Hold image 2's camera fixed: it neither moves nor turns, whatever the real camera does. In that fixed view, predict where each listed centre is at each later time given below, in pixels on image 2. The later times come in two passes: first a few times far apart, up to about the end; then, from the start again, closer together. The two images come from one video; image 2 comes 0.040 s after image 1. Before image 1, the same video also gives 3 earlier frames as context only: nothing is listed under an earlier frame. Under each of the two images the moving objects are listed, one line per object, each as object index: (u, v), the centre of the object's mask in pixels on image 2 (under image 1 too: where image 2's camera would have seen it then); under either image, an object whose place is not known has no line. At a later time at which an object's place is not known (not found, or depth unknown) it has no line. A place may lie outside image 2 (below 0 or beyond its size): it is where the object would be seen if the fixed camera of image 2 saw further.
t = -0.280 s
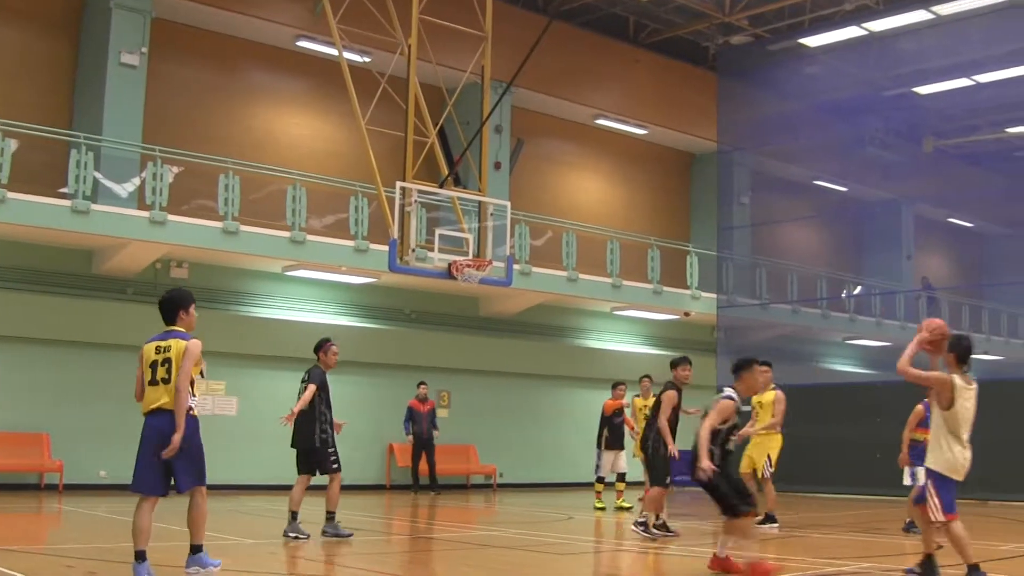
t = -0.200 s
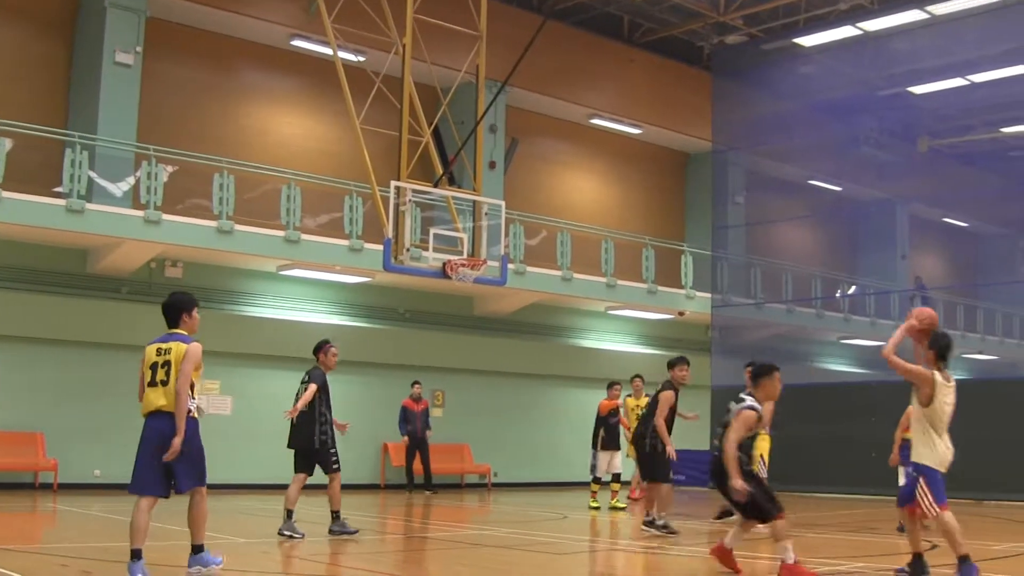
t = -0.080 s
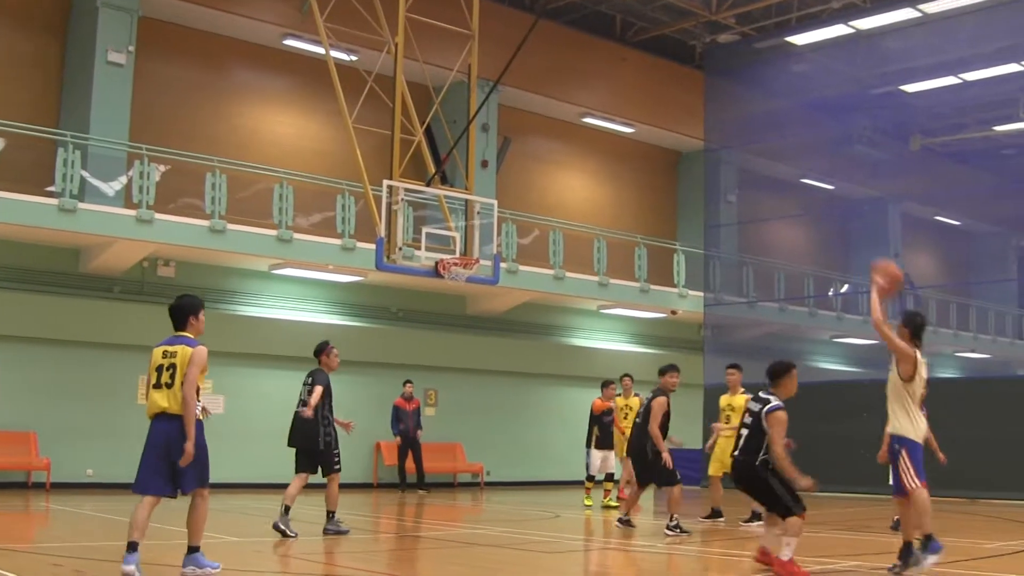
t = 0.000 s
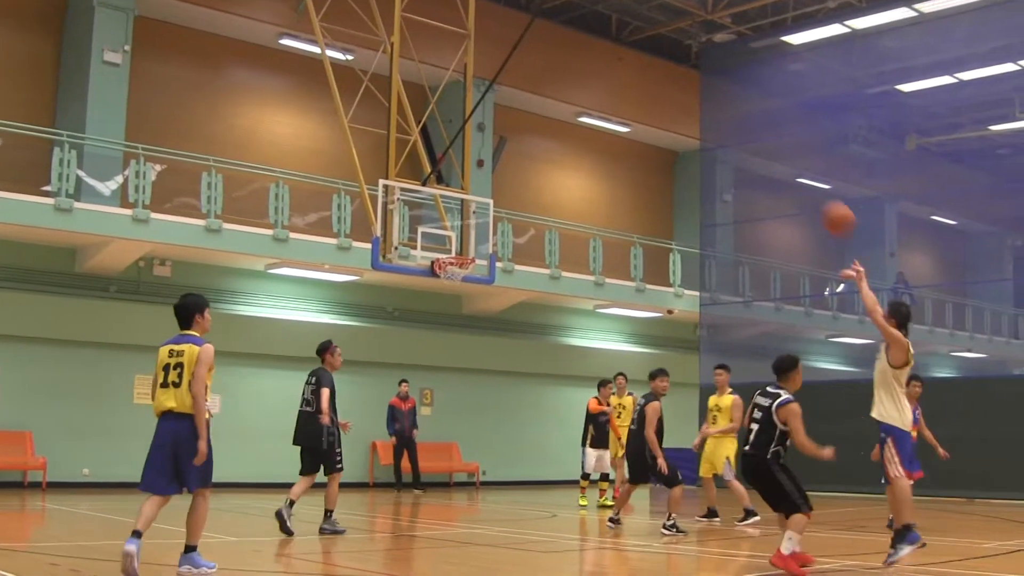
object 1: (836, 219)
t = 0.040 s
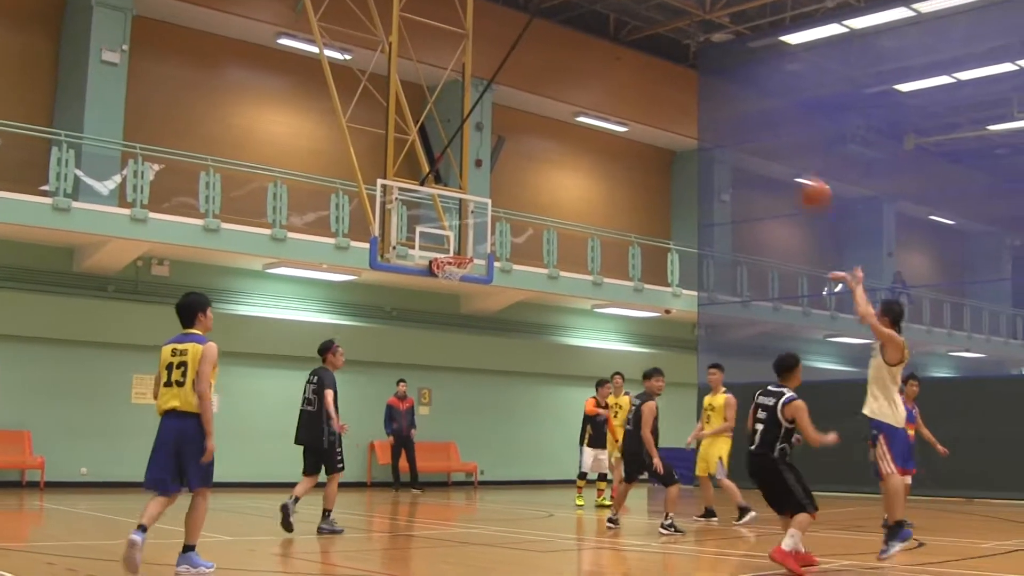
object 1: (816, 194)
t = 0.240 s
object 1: (719, 111)
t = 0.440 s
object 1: (643, 83)
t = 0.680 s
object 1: (568, 104)
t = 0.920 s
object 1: (504, 167)
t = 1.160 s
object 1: (455, 247)
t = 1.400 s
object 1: (470, 239)
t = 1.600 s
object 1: (507, 257)
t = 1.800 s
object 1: (546, 310)
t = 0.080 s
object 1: (793, 170)
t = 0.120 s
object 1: (773, 153)
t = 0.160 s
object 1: (754, 136)
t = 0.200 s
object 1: (737, 123)
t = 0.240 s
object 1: (719, 111)
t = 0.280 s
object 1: (703, 101)
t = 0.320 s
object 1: (687, 92)
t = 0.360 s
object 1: (672, 87)
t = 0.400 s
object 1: (657, 84)
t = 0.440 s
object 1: (643, 83)
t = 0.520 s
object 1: (616, 83)
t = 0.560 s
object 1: (603, 86)
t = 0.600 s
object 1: (591, 91)
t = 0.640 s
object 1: (579, 96)
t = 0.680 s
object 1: (568, 104)
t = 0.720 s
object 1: (556, 111)
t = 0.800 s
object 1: (535, 130)
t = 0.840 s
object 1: (526, 142)
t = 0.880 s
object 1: (515, 154)
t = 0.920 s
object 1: (504, 167)
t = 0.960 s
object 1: (495, 183)
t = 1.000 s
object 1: (485, 199)
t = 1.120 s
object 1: (459, 249)
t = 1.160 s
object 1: (455, 247)
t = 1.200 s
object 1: (450, 246)
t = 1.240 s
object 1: (444, 246)
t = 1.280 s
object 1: (448, 244)
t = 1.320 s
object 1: (455, 242)
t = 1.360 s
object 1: (462, 240)
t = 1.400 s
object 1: (470, 239)
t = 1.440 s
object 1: (476, 240)
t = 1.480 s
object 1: (485, 242)
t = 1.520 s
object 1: (492, 246)
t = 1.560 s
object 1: (500, 250)
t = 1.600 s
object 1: (507, 257)
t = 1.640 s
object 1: (515, 265)
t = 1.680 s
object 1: (522, 274)
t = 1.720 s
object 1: (530, 284)
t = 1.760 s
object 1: (538, 296)
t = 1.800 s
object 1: (546, 310)
